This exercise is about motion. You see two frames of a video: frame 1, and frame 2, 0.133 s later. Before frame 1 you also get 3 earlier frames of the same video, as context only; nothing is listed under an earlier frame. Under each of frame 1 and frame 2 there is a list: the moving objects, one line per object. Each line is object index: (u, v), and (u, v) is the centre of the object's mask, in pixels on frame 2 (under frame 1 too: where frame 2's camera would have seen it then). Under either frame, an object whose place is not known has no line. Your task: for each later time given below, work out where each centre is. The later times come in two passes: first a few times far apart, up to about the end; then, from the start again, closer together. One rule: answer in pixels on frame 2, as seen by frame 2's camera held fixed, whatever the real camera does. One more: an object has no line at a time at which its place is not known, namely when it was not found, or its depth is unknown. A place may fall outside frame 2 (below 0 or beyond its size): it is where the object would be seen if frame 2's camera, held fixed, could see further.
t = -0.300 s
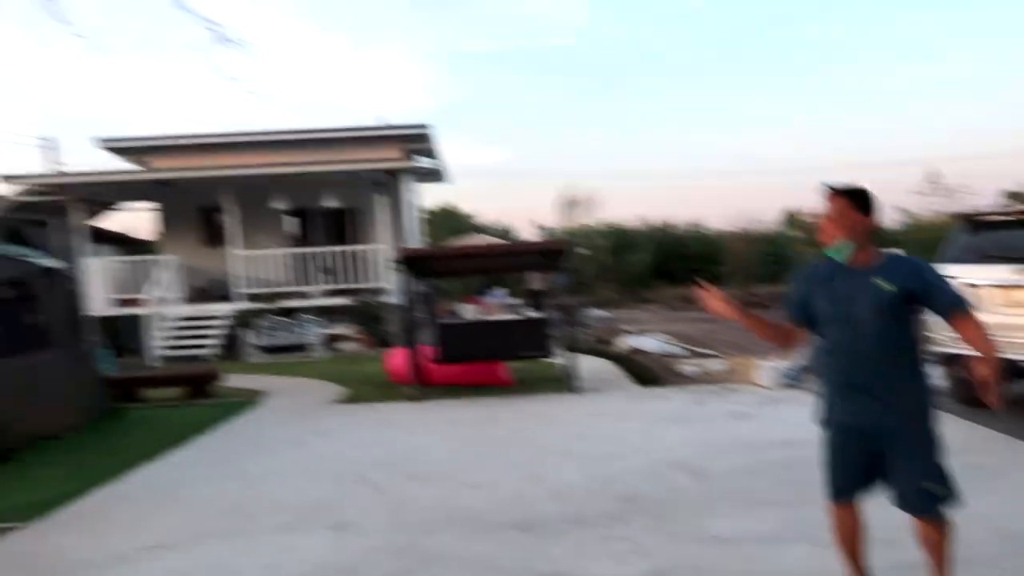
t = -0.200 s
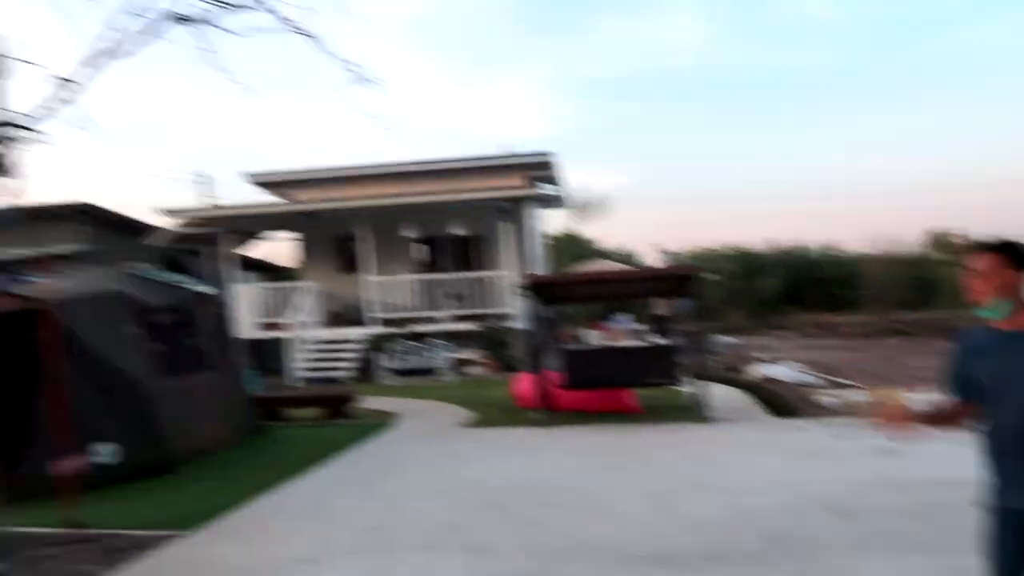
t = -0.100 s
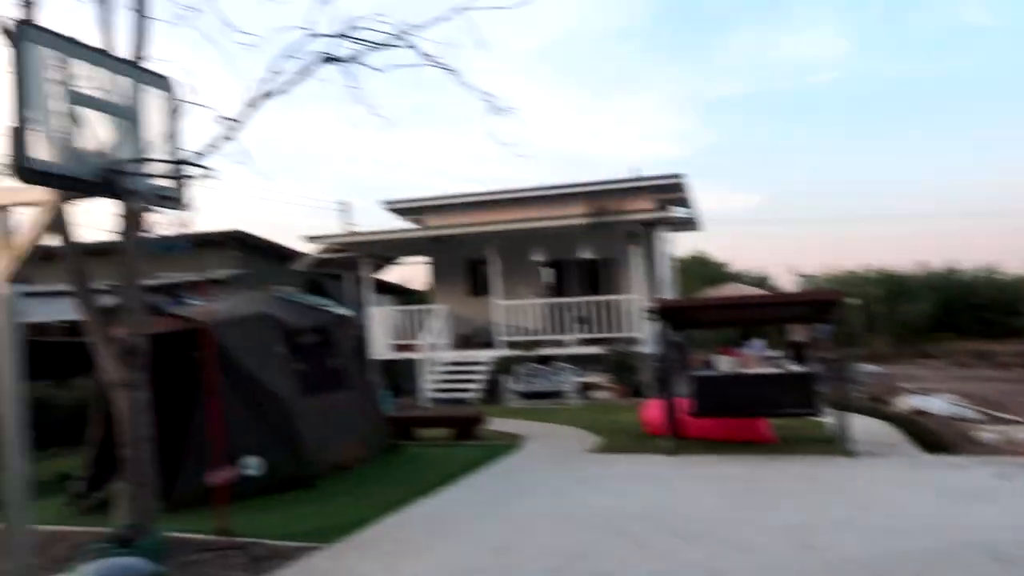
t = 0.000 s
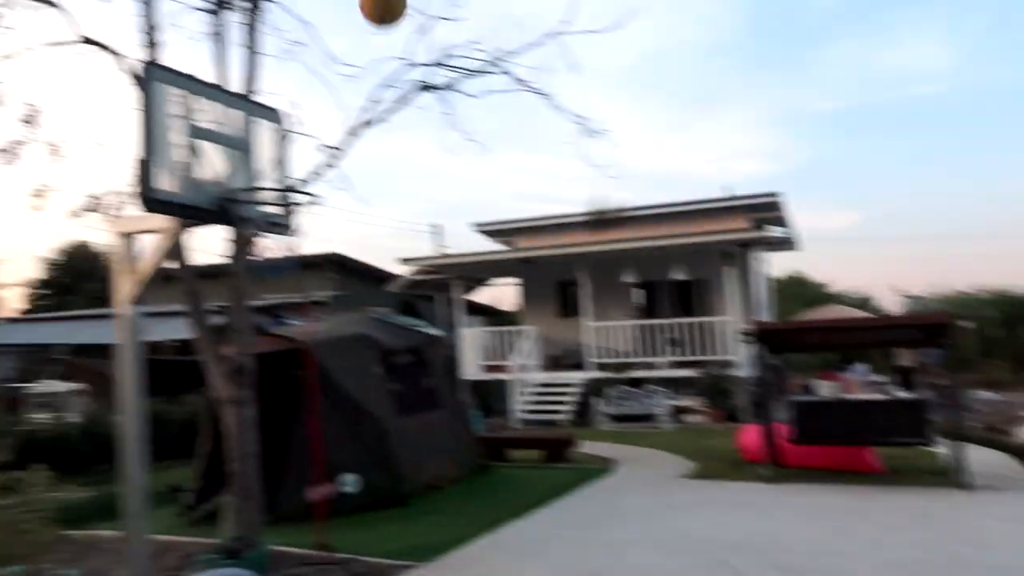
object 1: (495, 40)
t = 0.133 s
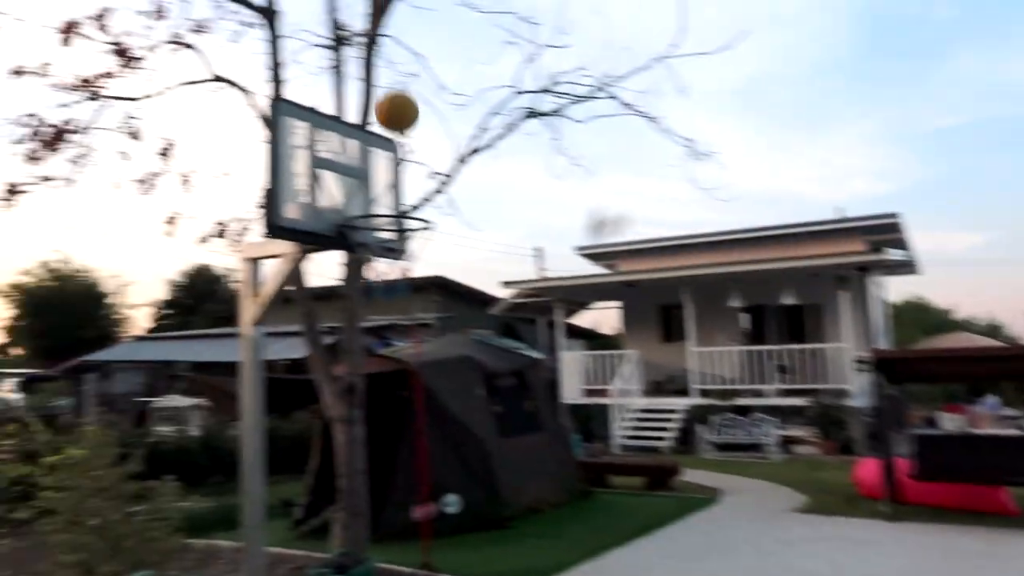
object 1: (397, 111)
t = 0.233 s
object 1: (333, 187)
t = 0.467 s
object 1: (350, 324)
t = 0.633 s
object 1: (375, 525)
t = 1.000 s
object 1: (454, 544)
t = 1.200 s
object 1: (511, 406)
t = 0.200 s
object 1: (354, 162)
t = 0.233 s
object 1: (333, 187)
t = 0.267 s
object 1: (321, 211)
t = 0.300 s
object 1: (330, 227)
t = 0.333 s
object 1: (332, 239)
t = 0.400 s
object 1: (343, 277)
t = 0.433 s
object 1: (347, 299)
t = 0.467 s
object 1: (350, 324)
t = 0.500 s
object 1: (356, 357)
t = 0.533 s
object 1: (361, 393)
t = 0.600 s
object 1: (371, 477)
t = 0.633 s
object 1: (375, 525)
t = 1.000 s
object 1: (454, 544)
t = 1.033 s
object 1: (461, 515)
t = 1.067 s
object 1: (469, 491)
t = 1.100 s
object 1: (480, 466)
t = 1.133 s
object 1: (490, 444)
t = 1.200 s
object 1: (511, 406)
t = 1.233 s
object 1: (523, 393)
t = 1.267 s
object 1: (533, 381)
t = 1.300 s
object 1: (549, 373)
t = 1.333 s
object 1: (564, 369)
